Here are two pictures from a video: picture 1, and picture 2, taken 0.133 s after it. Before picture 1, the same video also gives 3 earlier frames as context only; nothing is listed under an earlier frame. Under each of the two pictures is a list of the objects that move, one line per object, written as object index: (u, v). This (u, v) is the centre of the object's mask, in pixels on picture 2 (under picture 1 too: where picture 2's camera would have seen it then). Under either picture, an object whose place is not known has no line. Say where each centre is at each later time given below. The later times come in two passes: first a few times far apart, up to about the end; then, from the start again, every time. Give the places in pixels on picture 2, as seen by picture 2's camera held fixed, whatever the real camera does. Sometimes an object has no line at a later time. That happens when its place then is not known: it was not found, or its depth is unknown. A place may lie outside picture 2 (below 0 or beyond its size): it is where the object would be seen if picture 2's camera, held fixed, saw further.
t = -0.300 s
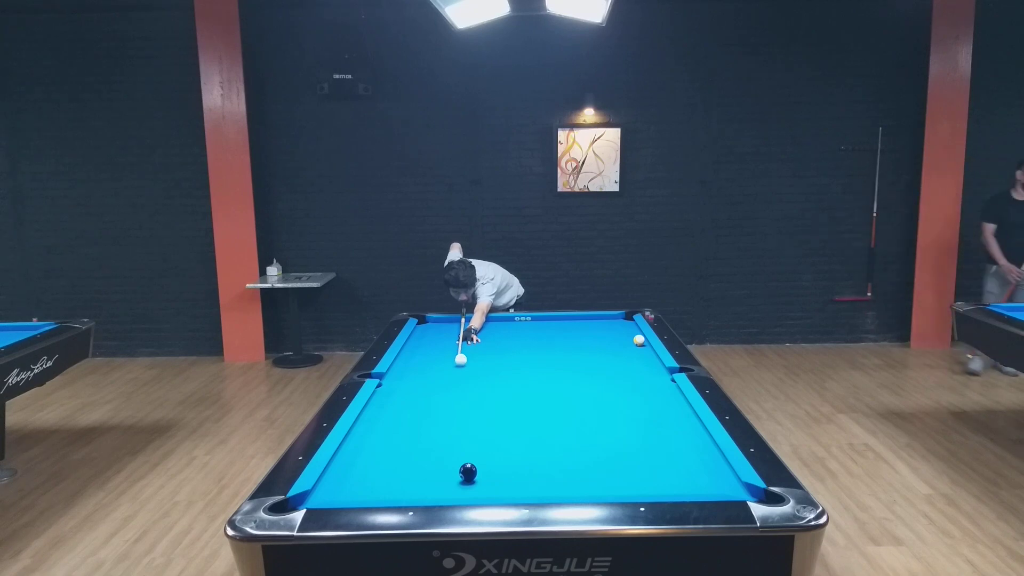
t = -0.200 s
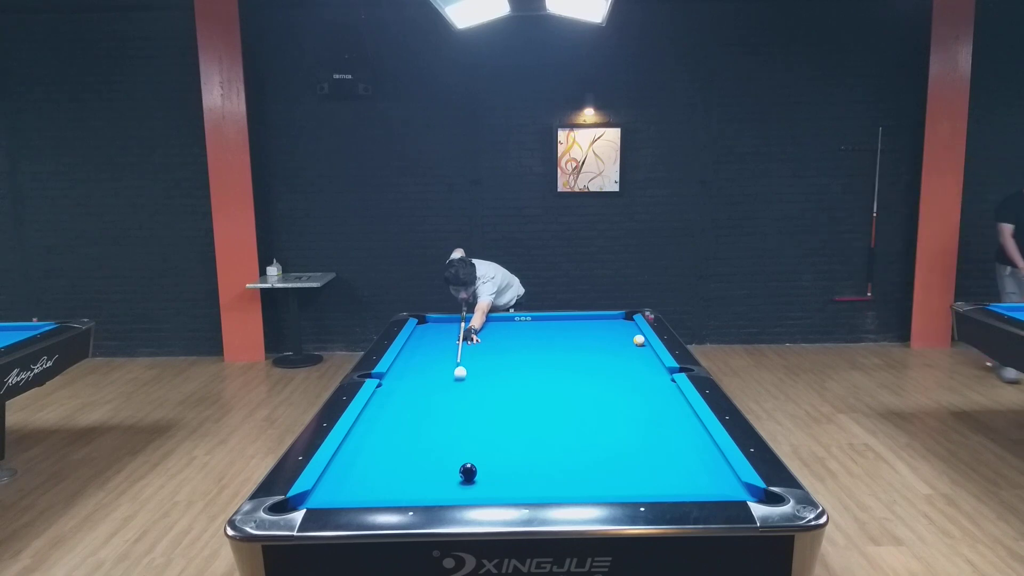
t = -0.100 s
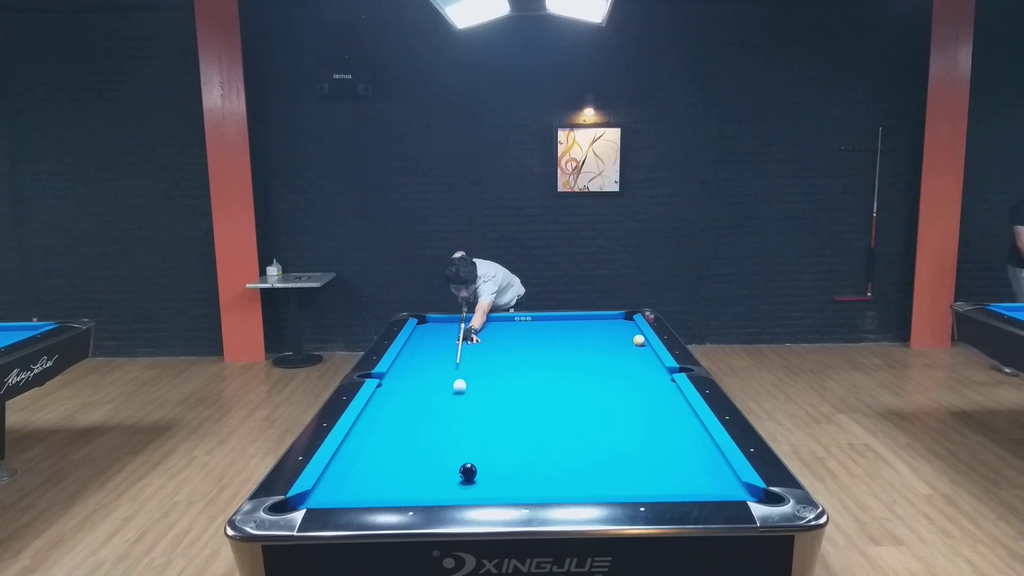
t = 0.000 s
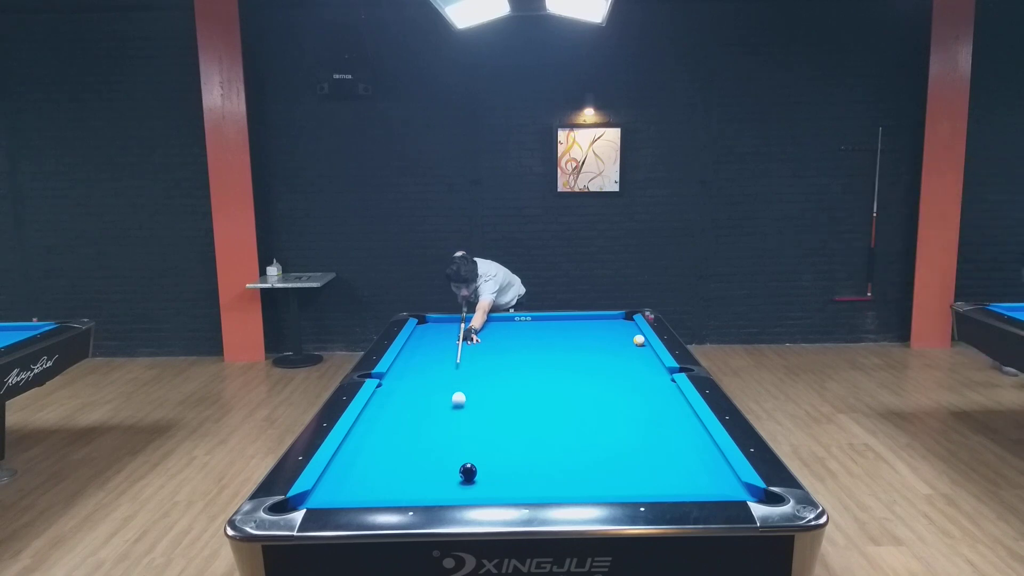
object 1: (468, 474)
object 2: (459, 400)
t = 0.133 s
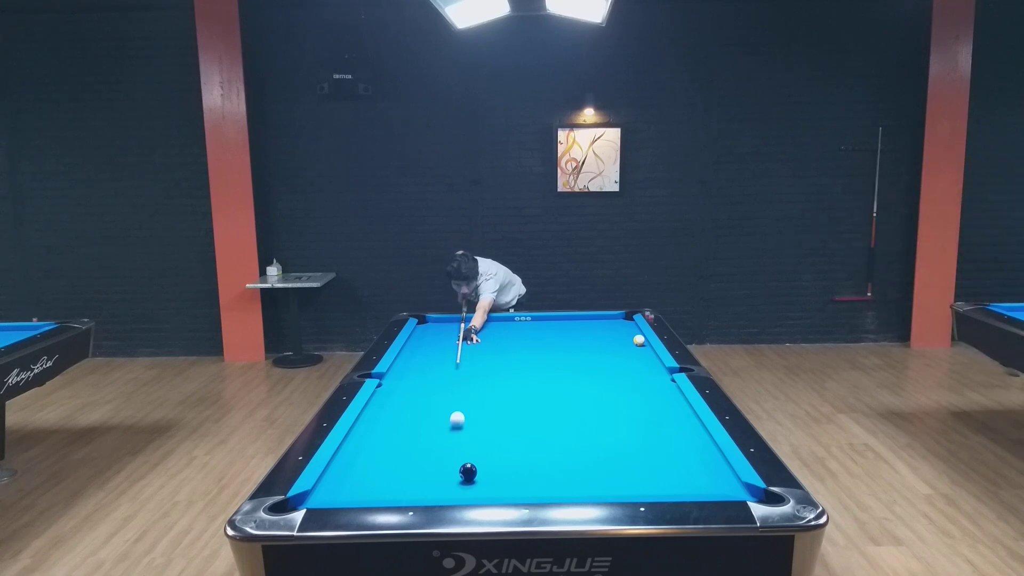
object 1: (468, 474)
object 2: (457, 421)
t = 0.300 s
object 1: (468, 474)
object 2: (455, 452)
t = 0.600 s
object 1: (515, 486)
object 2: (403, 490)
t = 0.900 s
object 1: (569, 490)
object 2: (363, 463)
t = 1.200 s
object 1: (604, 486)
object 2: (363, 441)
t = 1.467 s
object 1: (632, 481)
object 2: (395, 425)
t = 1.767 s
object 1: (660, 475)
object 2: (426, 410)
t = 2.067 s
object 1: (685, 468)
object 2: (454, 397)
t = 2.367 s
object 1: (708, 463)
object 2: (477, 385)
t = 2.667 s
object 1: (711, 460)
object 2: (498, 375)
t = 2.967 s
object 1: (699, 458)
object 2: (516, 367)
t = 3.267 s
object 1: (688, 455)
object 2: (532, 359)
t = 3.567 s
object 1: (681, 454)
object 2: (546, 352)
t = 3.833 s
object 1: (676, 454)
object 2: (557, 346)
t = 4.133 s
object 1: (672, 454)
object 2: (568, 340)
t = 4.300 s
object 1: (671, 454)
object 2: (573, 337)
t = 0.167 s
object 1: (468, 474)
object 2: (457, 427)
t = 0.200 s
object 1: (468, 474)
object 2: (456, 432)
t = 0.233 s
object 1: (468, 474)
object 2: (456, 439)
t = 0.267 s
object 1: (468, 474)
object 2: (455, 445)
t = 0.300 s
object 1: (468, 474)
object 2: (455, 452)
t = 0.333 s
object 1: (468, 474)
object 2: (454, 458)
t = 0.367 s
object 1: (468, 474)
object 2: (453, 466)
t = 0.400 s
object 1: (473, 476)
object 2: (448, 473)
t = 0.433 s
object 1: (481, 478)
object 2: (439, 478)
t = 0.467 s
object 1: (489, 480)
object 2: (431, 485)
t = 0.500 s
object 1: (495, 481)
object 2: (423, 489)
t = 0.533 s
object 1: (502, 483)
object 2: (415, 493)
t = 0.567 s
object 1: (508, 484)
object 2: (409, 493)
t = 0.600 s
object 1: (515, 486)
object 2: (403, 490)
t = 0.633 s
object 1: (521, 486)
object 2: (399, 488)
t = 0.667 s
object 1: (528, 487)
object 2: (394, 486)
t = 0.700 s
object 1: (534, 488)
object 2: (389, 482)
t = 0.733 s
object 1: (541, 489)
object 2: (385, 478)
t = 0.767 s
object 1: (548, 490)
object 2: (380, 475)
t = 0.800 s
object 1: (555, 491)
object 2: (376, 472)
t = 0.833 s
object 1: (561, 491)
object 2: (372, 469)
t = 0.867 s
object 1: (566, 491)
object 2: (367, 466)
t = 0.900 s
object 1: (569, 490)
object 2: (363, 463)
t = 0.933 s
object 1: (573, 490)
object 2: (359, 461)
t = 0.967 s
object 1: (578, 489)
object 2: (355, 458)
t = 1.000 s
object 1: (581, 489)
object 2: (352, 455)
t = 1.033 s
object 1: (585, 488)
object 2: (348, 452)
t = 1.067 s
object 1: (589, 488)
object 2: (345, 450)
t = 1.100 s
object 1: (593, 487)
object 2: (350, 447)
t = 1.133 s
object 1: (597, 487)
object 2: (354, 445)
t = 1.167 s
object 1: (600, 486)
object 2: (359, 443)
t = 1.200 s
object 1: (604, 486)
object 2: (363, 441)
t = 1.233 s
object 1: (608, 485)
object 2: (368, 439)
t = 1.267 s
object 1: (611, 485)
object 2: (372, 437)
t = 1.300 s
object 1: (615, 485)
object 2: (376, 435)
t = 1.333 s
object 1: (618, 484)
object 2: (380, 433)
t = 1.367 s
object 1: (622, 484)
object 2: (384, 431)
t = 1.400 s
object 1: (625, 483)
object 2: (388, 429)
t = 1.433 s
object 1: (629, 482)
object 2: (391, 427)
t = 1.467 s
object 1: (632, 481)
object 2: (395, 425)
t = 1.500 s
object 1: (635, 480)
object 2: (399, 423)
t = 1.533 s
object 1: (638, 479)
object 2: (403, 422)
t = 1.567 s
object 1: (642, 478)
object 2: (407, 420)
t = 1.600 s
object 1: (645, 478)
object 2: (410, 418)
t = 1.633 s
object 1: (648, 477)
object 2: (413, 416)
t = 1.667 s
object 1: (651, 476)
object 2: (417, 415)
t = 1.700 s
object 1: (654, 476)
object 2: (420, 413)
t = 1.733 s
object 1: (657, 475)
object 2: (423, 412)
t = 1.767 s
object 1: (660, 475)
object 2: (426, 410)
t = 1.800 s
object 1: (663, 473)
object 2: (430, 409)
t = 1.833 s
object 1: (666, 473)
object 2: (433, 407)
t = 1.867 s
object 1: (669, 472)
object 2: (436, 405)
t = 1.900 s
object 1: (672, 472)
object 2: (439, 404)
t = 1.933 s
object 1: (675, 471)
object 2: (442, 402)
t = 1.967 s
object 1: (677, 470)
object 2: (445, 401)
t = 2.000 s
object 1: (680, 470)
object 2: (448, 400)
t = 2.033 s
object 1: (683, 469)
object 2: (451, 398)
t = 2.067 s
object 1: (685, 468)
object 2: (454, 397)
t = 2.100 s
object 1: (688, 468)
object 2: (456, 396)
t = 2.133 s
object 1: (691, 467)
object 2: (459, 394)
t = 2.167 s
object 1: (693, 467)
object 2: (462, 393)
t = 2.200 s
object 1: (696, 466)
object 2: (464, 392)
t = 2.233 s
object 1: (698, 465)
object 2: (467, 390)
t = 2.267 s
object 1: (701, 465)
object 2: (470, 389)
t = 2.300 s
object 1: (703, 465)
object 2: (472, 388)
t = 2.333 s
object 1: (706, 464)
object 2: (475, 387)
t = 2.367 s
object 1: (708, 463)
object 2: (477, 385)
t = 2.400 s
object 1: (711, 463)
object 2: (479, 384)
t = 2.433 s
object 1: (713, 463)
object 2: (482, 383)
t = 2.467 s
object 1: (716, 462)
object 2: (484, 382)
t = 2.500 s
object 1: (718, 462)
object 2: (487, 381)
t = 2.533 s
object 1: (718, 461)
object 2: (489, 380)
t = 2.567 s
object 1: (716, 461)
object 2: (491, 379)
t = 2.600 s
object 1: (714, 461)
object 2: (493, 378)
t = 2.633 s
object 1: (713, 460)
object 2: (495, 376)
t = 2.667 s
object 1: (711, 460)
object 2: (498, 375)
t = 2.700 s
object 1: (709, 460)
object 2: (500, 374)
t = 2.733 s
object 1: (708, 459)
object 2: (502, 373)
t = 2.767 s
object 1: (707, 459)
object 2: (504, 372)
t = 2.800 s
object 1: (705, 459)
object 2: (506, 371)
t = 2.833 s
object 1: (704, 459)
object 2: (508, 370)
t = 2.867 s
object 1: (703, 458)
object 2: (510, 369)
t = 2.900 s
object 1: (701, 458)
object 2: (512, 368)
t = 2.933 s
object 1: (700, 458)
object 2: (514, 367)
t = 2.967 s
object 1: (699, 458)
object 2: (516, 367)
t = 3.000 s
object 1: (697, 457)
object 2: (517, 365)
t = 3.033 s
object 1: (696, 457)
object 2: (519, 365)
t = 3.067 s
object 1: (695, 457)
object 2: (521, 364)
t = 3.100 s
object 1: (694, 456)
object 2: (523, 363)
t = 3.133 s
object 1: (693, 456)
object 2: (525, 362)
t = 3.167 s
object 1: (692, 456)
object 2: (526, 361)
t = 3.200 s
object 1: (691, 456)
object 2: (528, 360)
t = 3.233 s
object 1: (690, 456)
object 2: (530, 359)
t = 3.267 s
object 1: (688, 455)
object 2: (532, 359)
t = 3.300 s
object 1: (688, 455)
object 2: (533, 358)
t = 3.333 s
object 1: (687, 455)
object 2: (535, 357)
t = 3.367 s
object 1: (686, 455)
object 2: (536, 356)
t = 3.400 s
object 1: (685, 455)
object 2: (538, 355)
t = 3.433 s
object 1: (684, 455)
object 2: (540, 355)
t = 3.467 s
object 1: (683, 455)
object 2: (541, 354)
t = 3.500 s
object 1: (683, 455)
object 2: (543, 353)
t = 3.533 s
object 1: (682, 455)
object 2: (544, 352)
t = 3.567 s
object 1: (681, 454)
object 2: (546, 352)
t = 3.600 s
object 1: (680, 454)
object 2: (547, 351)
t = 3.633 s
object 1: (679, 454)
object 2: (548, 350)
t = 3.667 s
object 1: (679, 454)
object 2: (550, 350)
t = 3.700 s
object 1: (678, 454)
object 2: (551, 349)
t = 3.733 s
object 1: (677, 454)
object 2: (553, 348)
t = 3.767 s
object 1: (677, 454)
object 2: (554, 347)
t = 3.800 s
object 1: (676, 454)
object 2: (555, 347)
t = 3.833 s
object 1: (676, 454)
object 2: (557, 346)
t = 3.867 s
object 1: (675, 454)
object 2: (558, 345)
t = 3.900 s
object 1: (675, 454)
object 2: (559, 345)
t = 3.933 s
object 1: (674, 454)
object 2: (561, 344)
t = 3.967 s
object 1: (674, 454)
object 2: (562, 343)
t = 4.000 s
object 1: (673, 454)
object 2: (563, 343)
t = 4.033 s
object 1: (673, 454)
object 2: (564, 342)
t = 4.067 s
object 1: (673, 454)
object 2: (565, 342)
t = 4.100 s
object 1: (672, 454)
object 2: (567, 341)
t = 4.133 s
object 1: (672, 454)
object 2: (568, 340)
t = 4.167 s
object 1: (672, 454)
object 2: (569, 340)
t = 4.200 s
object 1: (671, 454)
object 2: (570, 339)
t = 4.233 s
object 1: (671, 454)
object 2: (571, 339)
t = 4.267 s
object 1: (671, 454)
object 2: (572, 338)
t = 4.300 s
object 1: (671, 454)
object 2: (573, 337)
